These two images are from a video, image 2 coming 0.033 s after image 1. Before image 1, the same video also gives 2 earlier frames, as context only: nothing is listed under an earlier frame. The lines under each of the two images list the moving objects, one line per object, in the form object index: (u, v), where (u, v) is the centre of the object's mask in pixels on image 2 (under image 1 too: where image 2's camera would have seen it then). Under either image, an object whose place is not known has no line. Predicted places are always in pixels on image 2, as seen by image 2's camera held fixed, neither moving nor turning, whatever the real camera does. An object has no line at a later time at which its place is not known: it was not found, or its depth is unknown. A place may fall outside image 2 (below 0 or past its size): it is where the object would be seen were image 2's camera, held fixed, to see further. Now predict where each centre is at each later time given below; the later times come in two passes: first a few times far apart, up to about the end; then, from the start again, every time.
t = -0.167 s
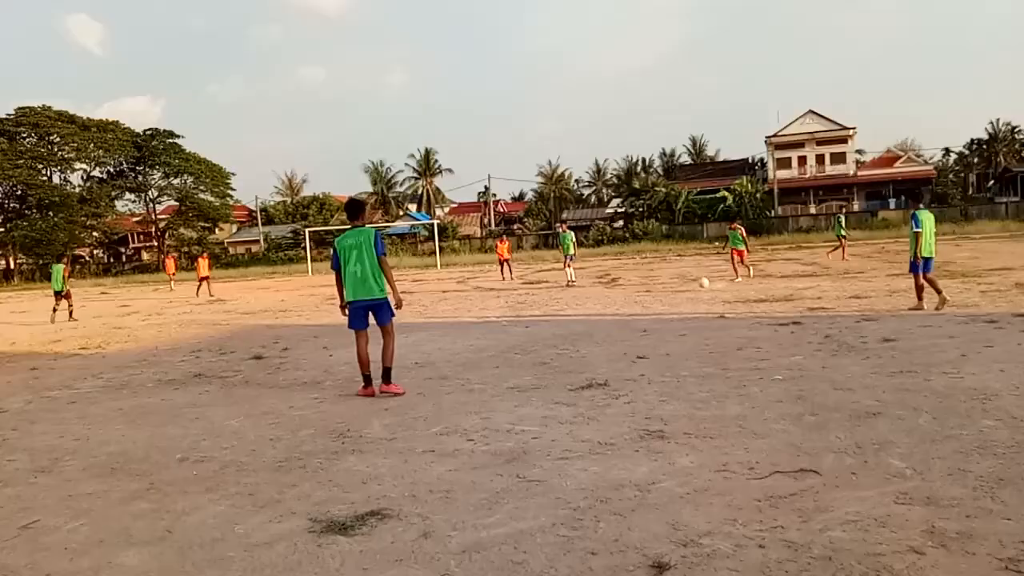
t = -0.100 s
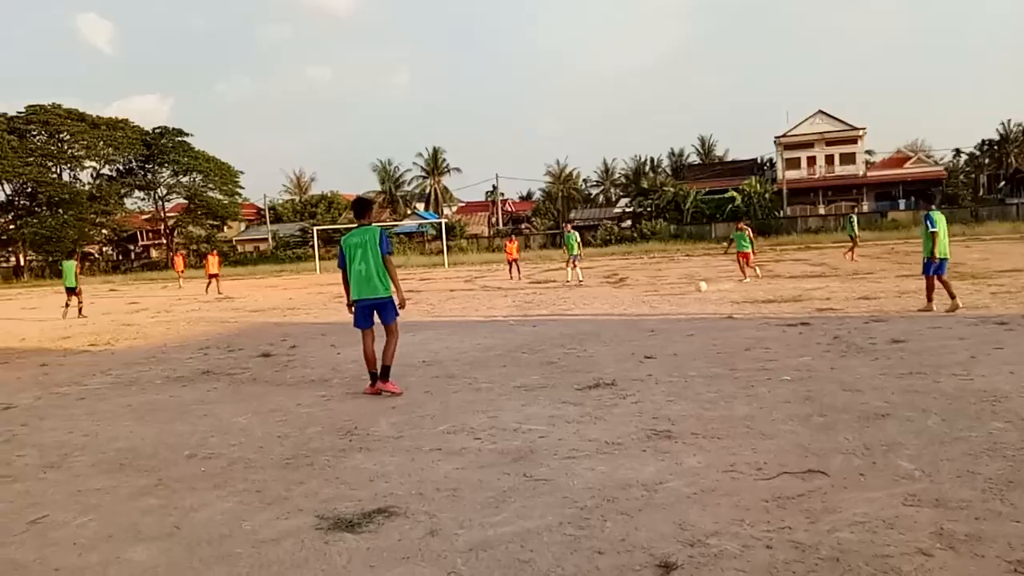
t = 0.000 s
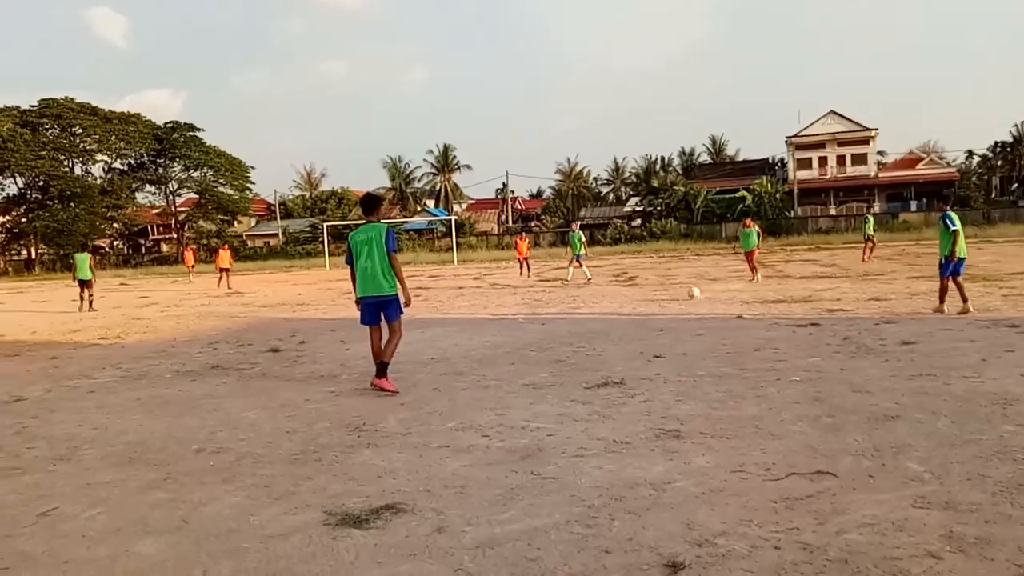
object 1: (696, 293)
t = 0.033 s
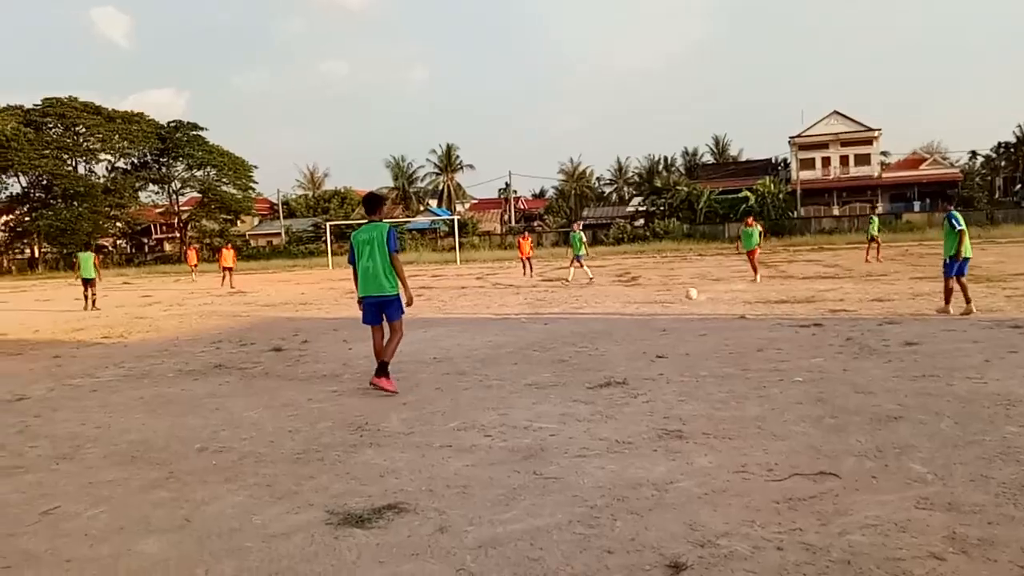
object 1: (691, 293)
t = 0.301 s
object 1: (639, 309)
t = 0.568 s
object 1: (581, 327)
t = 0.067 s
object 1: (686, 295)
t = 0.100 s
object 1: (679, 298)
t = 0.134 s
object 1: (672, 302)
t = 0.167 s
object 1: (666, 304)
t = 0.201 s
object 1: (660, 304)
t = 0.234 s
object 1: (653, 305)
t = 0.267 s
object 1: (646, 307)
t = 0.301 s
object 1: (639, 309)
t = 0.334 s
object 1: (632, 313)
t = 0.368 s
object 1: (626, 316)
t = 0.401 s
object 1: (618, 315)
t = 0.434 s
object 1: (611, 316)
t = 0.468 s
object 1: (605, 318)
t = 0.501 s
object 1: (597, 320)
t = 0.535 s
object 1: (589, 323)
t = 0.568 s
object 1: (581, 327)
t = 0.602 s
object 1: (573, 333)
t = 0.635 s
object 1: (565, 332)
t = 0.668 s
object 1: (557, 334)
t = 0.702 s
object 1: (549, 336)
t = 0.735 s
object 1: (540, 339)
